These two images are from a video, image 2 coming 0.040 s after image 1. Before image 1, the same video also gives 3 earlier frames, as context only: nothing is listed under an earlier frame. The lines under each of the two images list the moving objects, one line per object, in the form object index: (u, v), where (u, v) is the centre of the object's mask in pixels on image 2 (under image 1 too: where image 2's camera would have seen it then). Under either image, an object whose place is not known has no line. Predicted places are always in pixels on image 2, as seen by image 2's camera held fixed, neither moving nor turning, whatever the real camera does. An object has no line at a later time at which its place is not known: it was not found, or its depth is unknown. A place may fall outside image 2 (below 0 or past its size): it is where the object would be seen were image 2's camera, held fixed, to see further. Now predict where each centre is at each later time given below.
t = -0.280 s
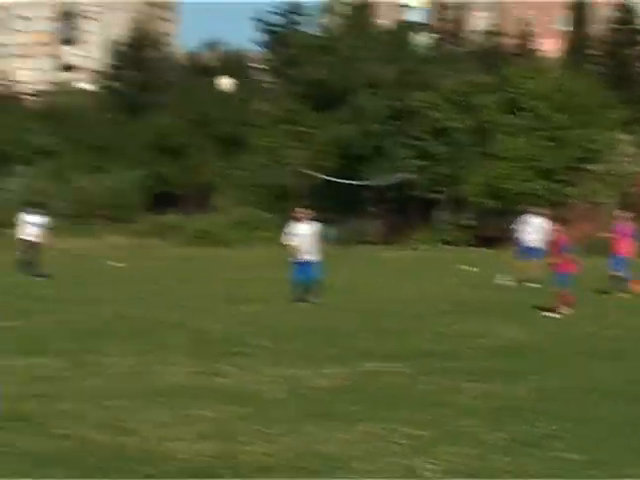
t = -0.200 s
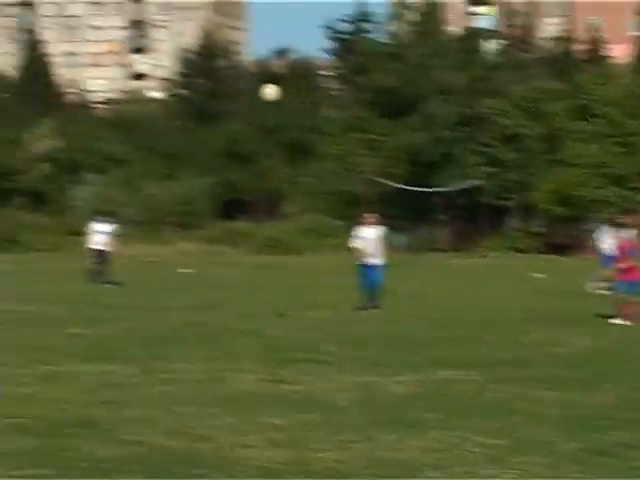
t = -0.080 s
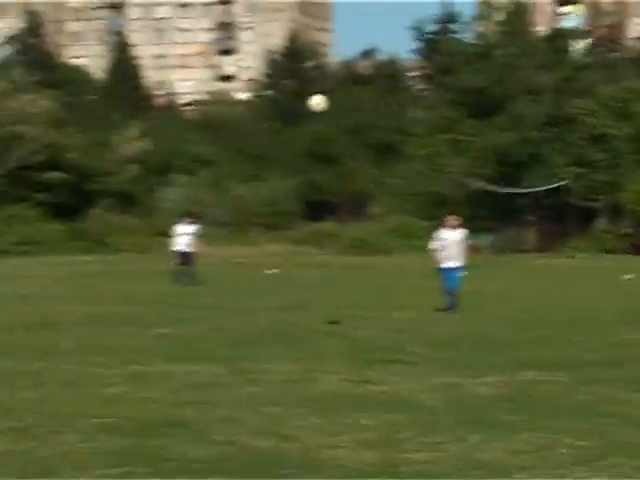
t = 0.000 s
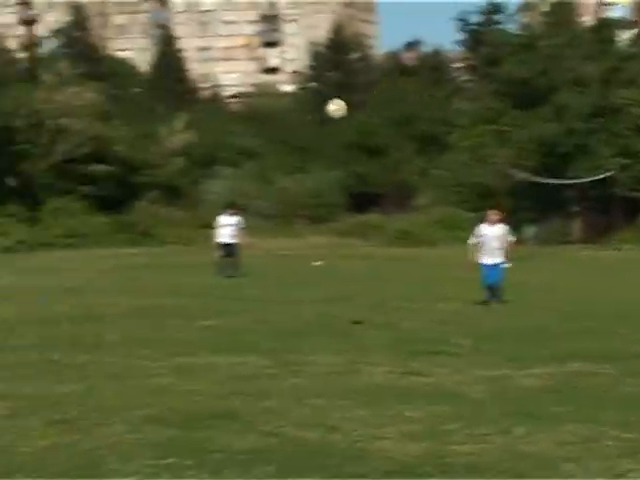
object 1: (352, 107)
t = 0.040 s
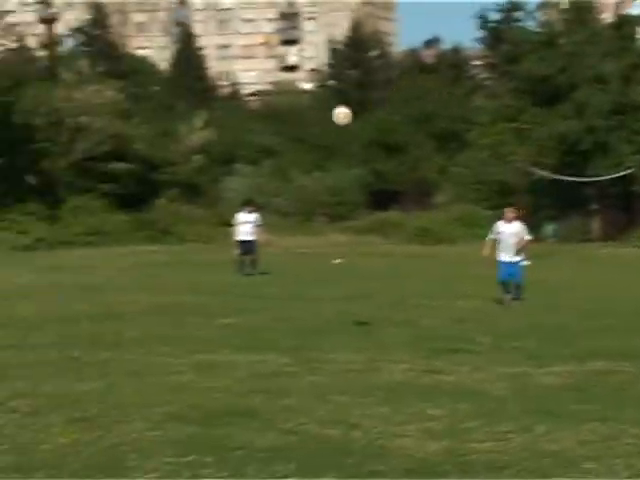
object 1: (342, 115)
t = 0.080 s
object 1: (332, 126)
